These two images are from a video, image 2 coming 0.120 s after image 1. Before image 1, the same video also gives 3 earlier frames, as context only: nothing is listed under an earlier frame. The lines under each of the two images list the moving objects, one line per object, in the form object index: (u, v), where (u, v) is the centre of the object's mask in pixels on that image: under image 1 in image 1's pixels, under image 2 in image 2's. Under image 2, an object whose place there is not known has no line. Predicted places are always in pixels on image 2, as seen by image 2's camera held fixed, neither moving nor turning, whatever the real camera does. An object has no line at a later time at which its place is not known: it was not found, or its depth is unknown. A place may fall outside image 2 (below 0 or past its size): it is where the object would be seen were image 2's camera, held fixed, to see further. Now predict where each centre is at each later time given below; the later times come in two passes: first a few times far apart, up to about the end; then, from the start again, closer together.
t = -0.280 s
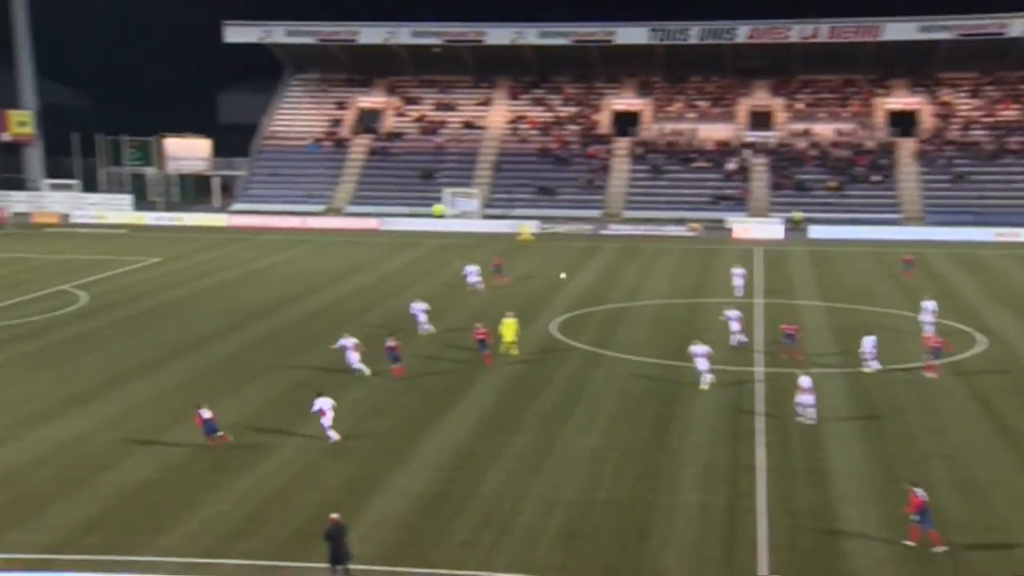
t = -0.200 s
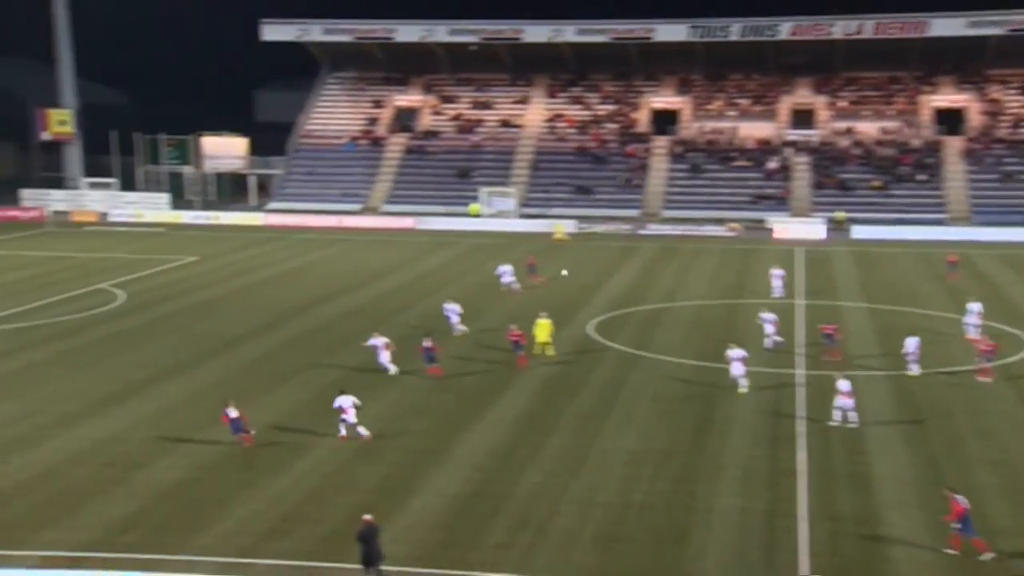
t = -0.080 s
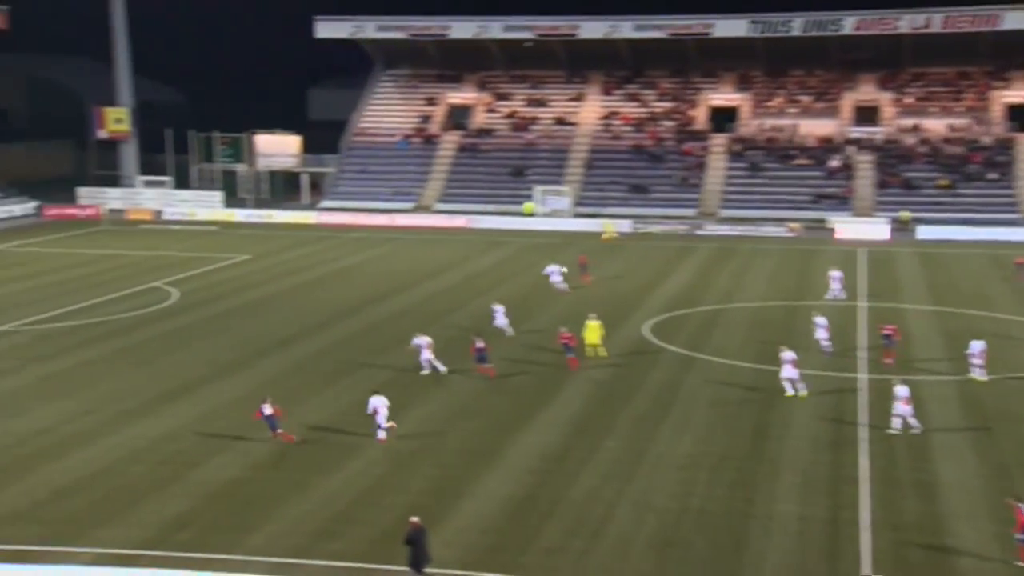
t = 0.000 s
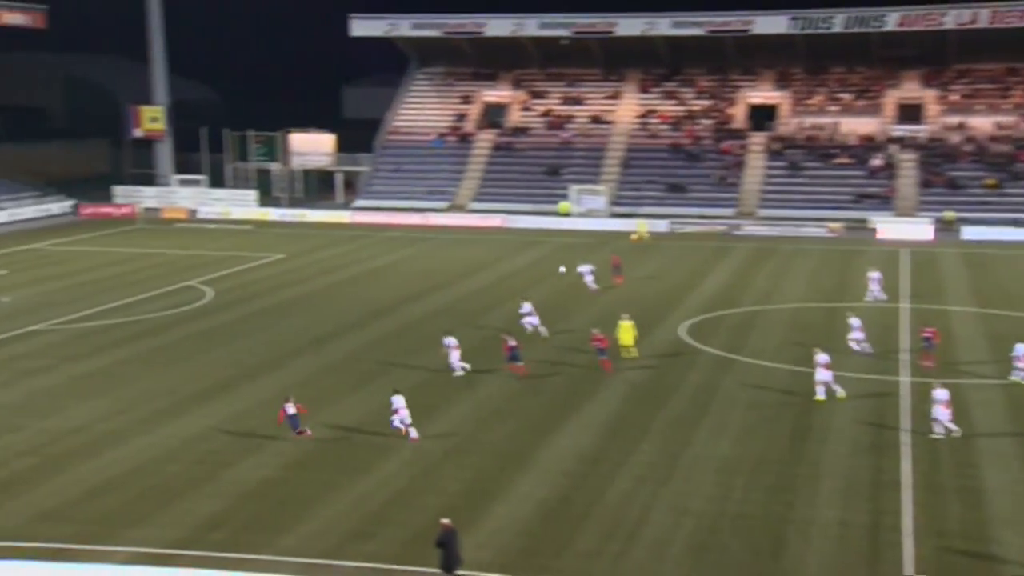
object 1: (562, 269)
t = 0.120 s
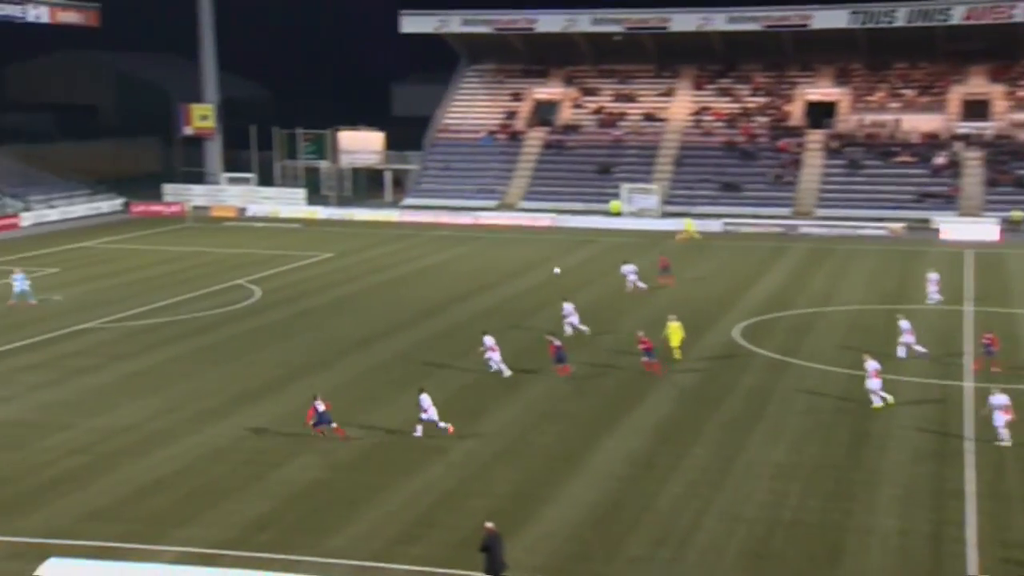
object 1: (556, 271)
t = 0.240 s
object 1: (502, 274)
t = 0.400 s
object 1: (428, 285)
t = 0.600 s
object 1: (333, 307)
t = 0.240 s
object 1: (502, 274)
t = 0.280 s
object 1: (483, 276)
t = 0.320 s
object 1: (465, 279)
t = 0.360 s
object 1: (446, 282)
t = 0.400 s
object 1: (428, 285)
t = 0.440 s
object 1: (409, 288)
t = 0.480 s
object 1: (390, 292)
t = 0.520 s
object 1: (371, 296)
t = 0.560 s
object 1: (352, 301)
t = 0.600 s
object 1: (333, 307)
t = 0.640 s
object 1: (315, 312)
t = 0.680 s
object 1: (296, 319)
